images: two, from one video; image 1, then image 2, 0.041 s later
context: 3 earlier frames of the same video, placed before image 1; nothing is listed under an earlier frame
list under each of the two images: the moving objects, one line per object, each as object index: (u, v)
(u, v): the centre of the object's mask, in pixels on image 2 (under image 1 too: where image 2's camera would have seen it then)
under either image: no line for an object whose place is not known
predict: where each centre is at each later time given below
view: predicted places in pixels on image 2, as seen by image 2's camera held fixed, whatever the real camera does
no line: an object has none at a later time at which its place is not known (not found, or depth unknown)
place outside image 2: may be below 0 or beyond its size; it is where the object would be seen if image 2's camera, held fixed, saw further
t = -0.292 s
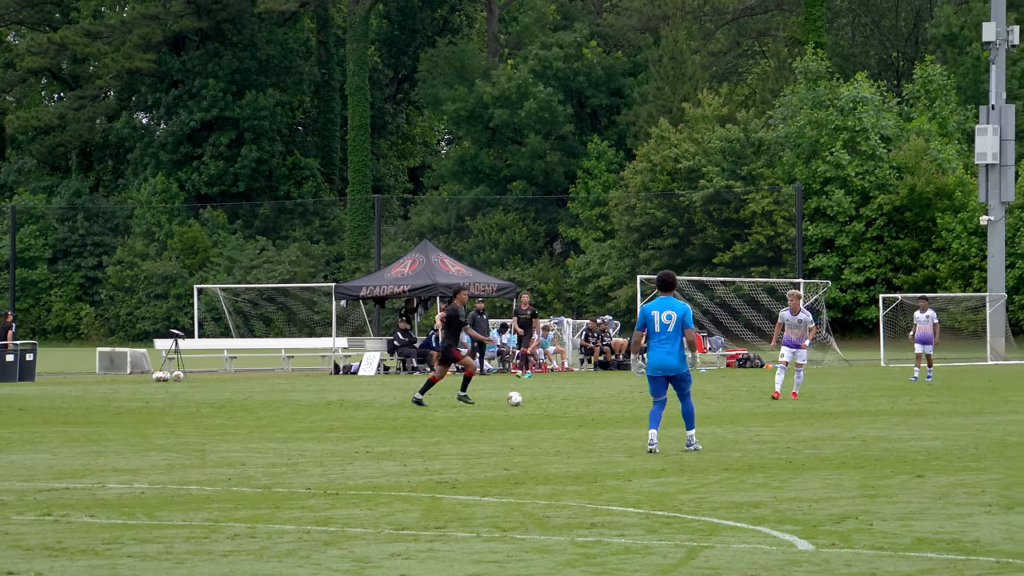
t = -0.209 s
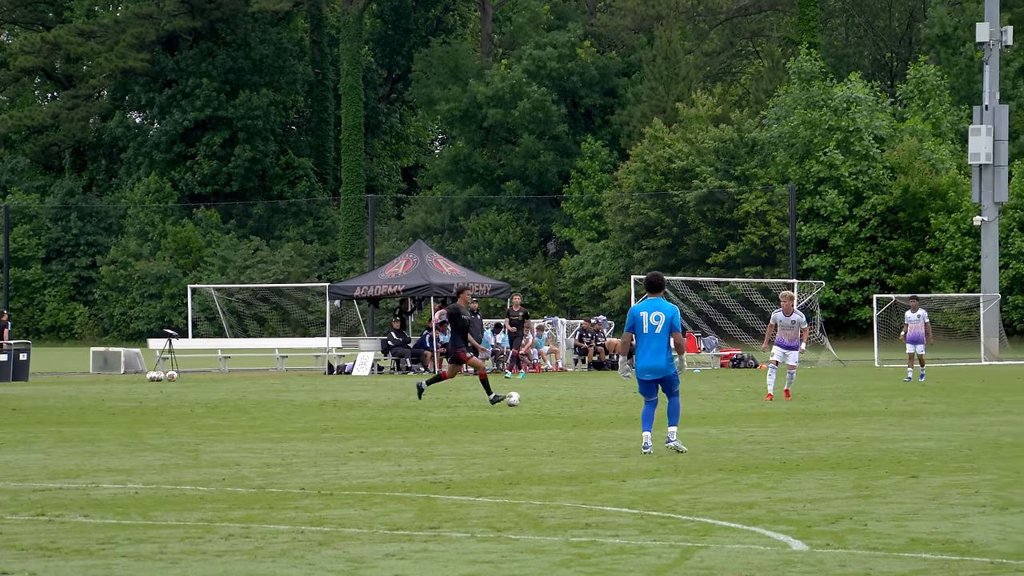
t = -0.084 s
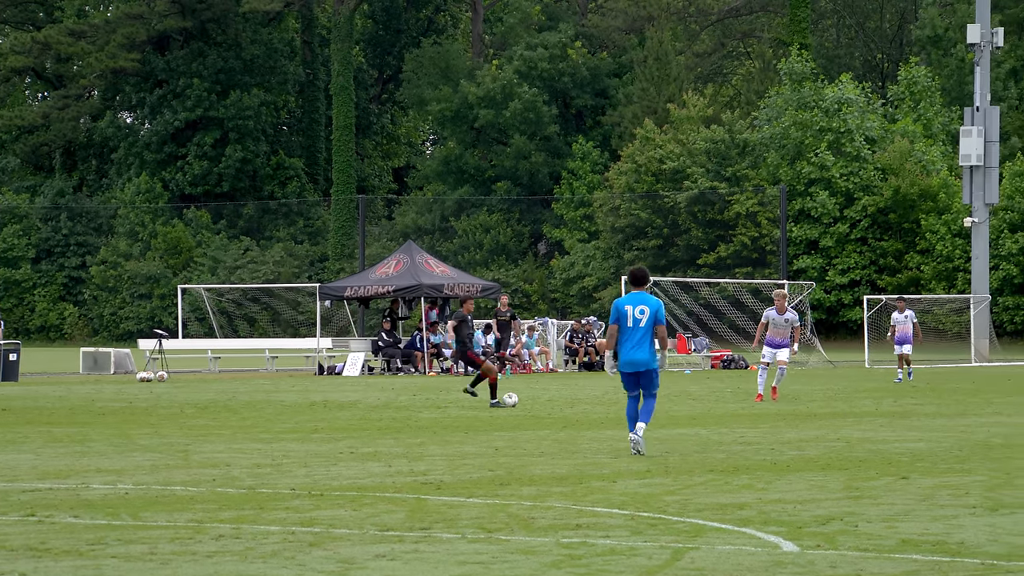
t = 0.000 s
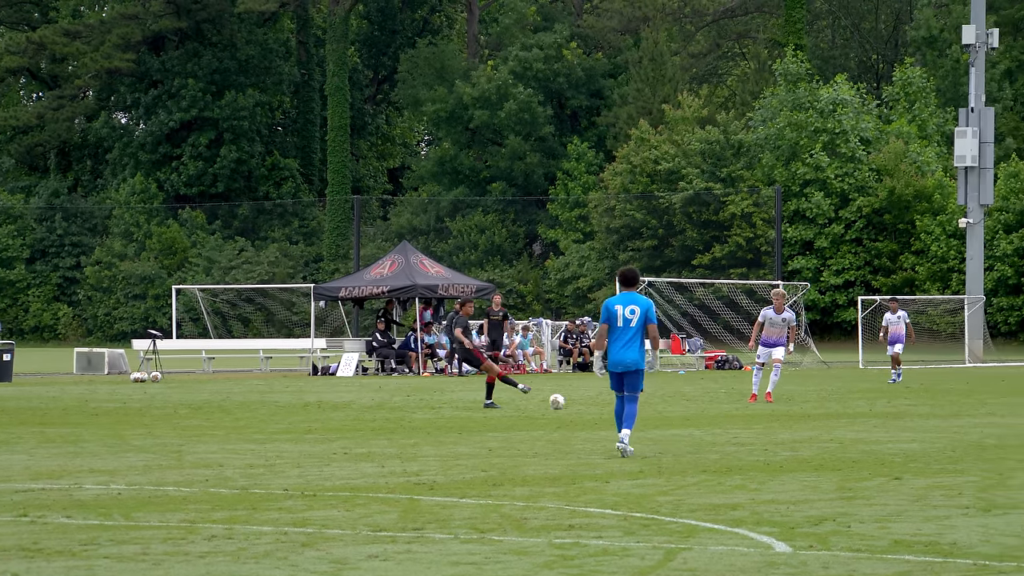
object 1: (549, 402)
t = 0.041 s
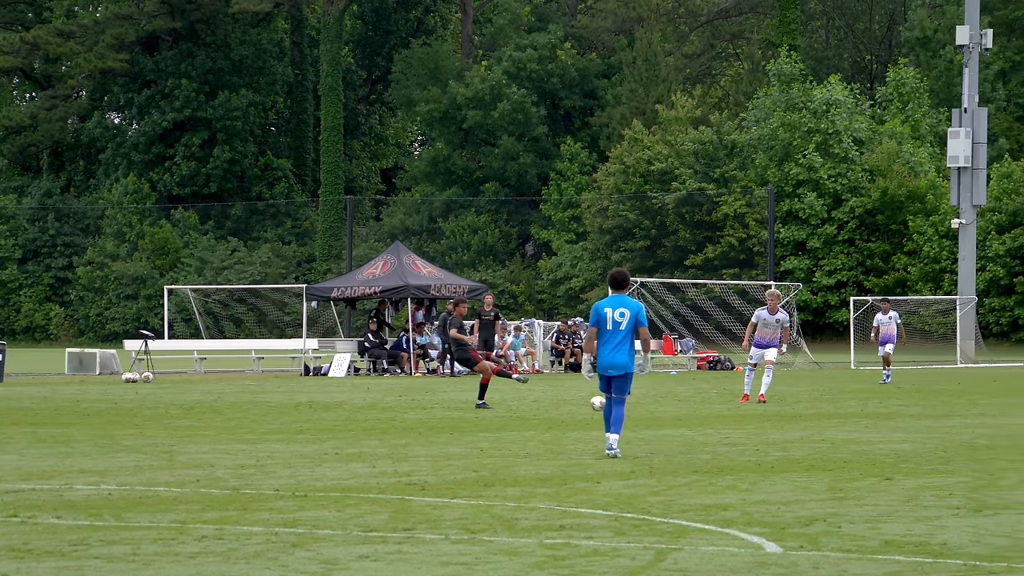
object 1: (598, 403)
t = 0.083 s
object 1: (645, 404)
